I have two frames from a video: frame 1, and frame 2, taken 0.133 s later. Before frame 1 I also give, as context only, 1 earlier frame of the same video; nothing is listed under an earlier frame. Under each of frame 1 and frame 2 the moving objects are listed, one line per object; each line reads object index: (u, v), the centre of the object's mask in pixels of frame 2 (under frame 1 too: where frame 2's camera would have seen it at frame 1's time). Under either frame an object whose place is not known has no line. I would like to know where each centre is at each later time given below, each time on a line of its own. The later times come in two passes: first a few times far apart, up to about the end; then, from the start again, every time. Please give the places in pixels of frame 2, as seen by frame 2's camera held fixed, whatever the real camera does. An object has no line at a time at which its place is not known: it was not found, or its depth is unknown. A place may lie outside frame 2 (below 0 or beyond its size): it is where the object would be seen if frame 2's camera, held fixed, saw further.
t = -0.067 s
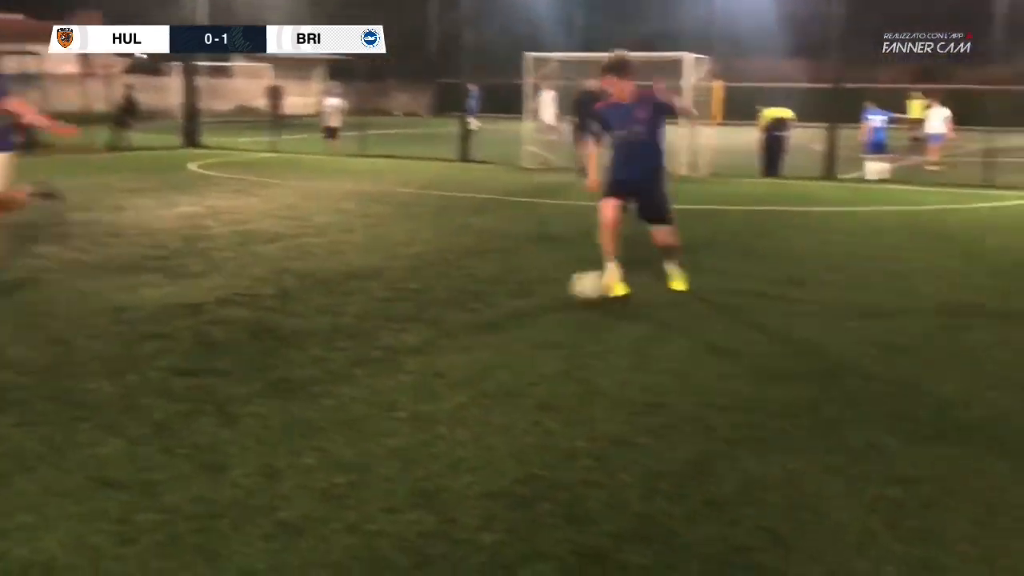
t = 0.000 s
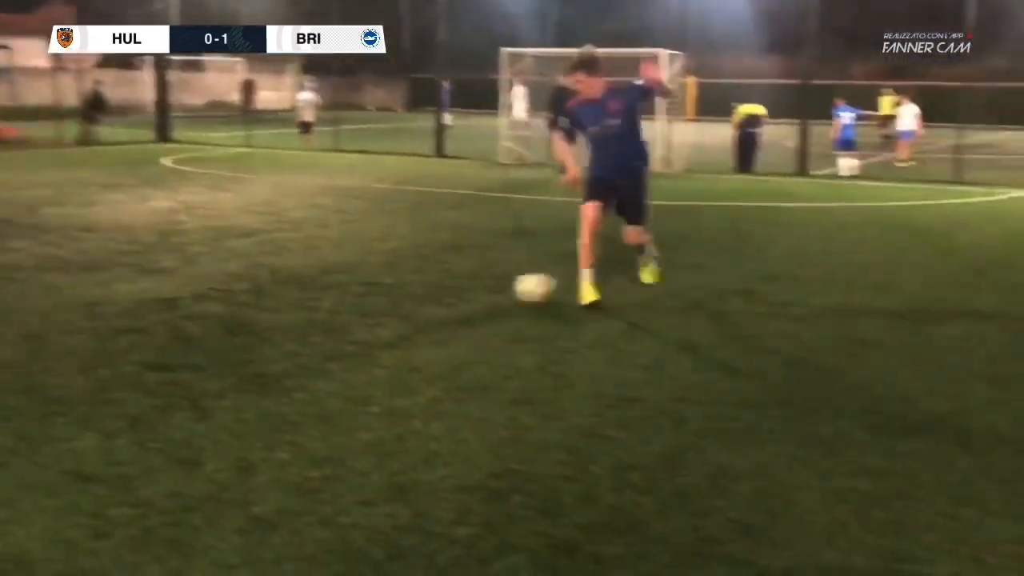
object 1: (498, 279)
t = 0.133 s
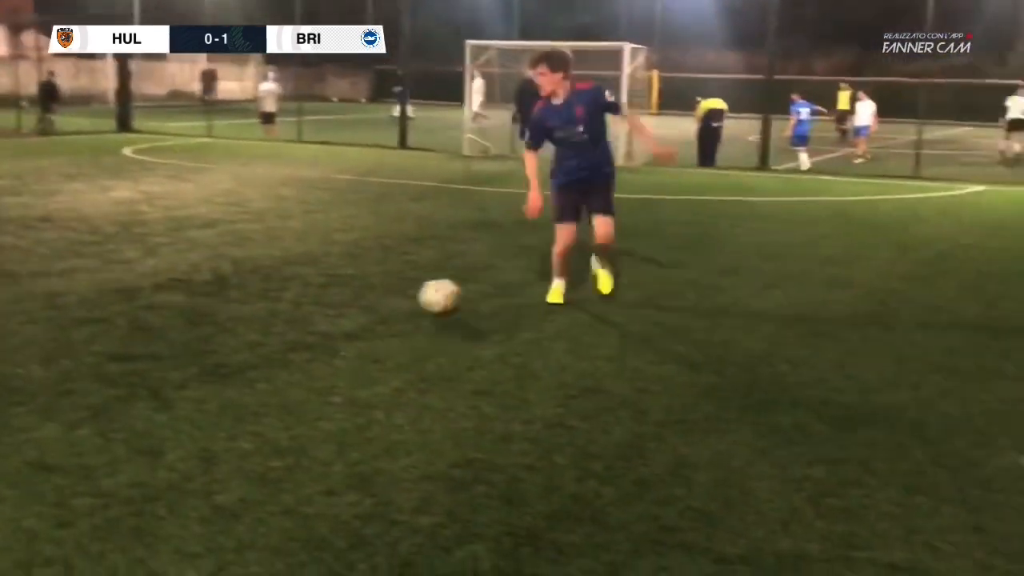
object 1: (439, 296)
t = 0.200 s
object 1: (410, 305)
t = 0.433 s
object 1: (318, 340)
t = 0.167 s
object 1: (426, 300)
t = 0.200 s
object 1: (410, 305)
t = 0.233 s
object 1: (396, 309)
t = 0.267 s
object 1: (383, 314)
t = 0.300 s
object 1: (369, 320)
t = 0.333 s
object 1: (356, 325)
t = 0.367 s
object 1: (344, 329)
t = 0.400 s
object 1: (331, 335)
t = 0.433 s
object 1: (318, 340)
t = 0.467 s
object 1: (305, 346)
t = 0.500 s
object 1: (291, 352)
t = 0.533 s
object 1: (276, 358)
